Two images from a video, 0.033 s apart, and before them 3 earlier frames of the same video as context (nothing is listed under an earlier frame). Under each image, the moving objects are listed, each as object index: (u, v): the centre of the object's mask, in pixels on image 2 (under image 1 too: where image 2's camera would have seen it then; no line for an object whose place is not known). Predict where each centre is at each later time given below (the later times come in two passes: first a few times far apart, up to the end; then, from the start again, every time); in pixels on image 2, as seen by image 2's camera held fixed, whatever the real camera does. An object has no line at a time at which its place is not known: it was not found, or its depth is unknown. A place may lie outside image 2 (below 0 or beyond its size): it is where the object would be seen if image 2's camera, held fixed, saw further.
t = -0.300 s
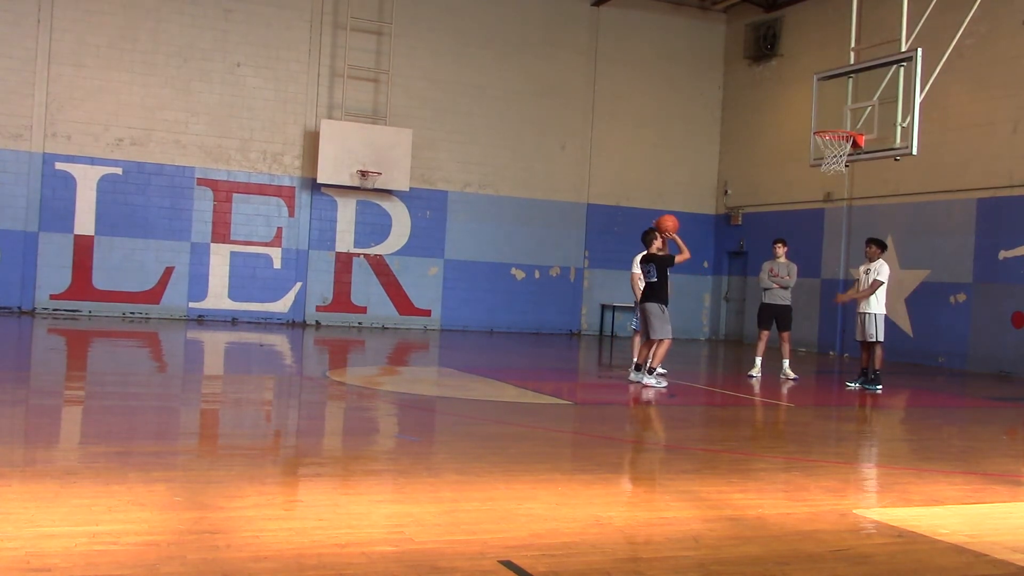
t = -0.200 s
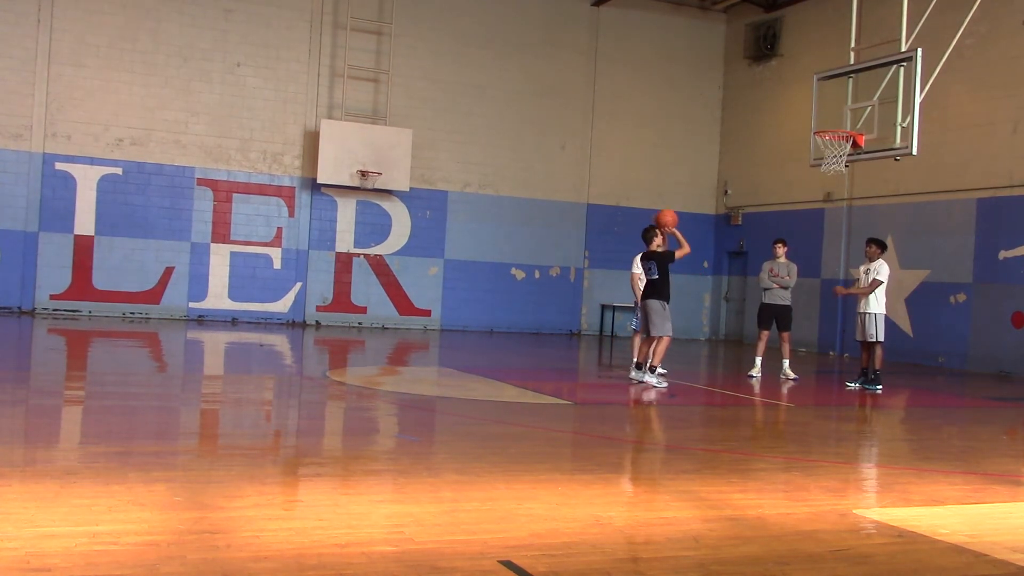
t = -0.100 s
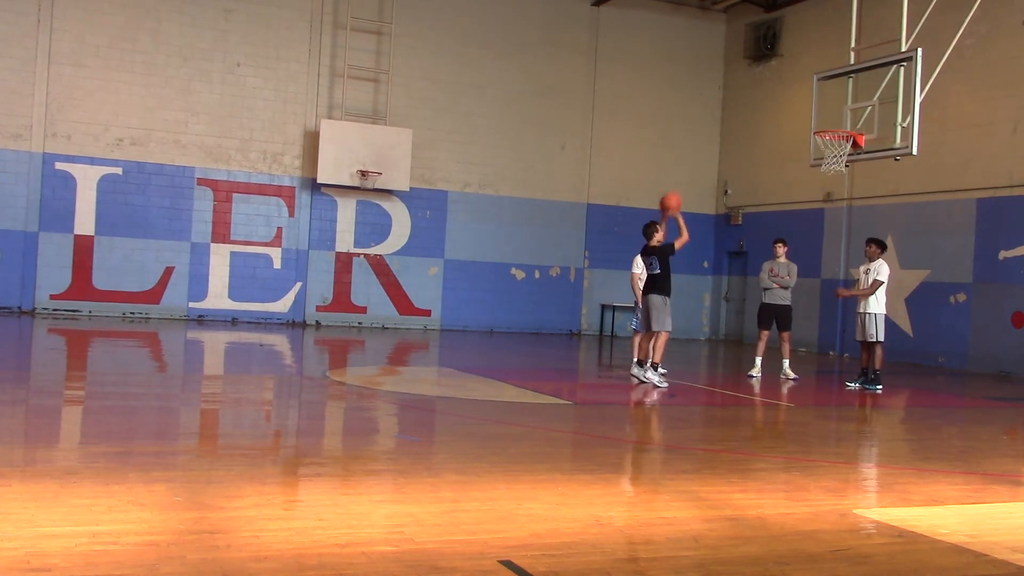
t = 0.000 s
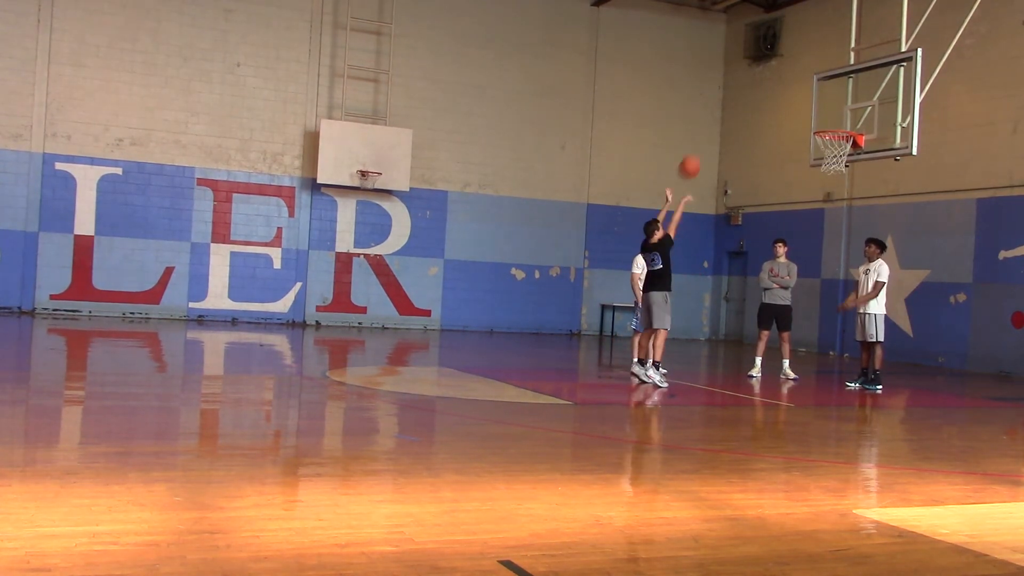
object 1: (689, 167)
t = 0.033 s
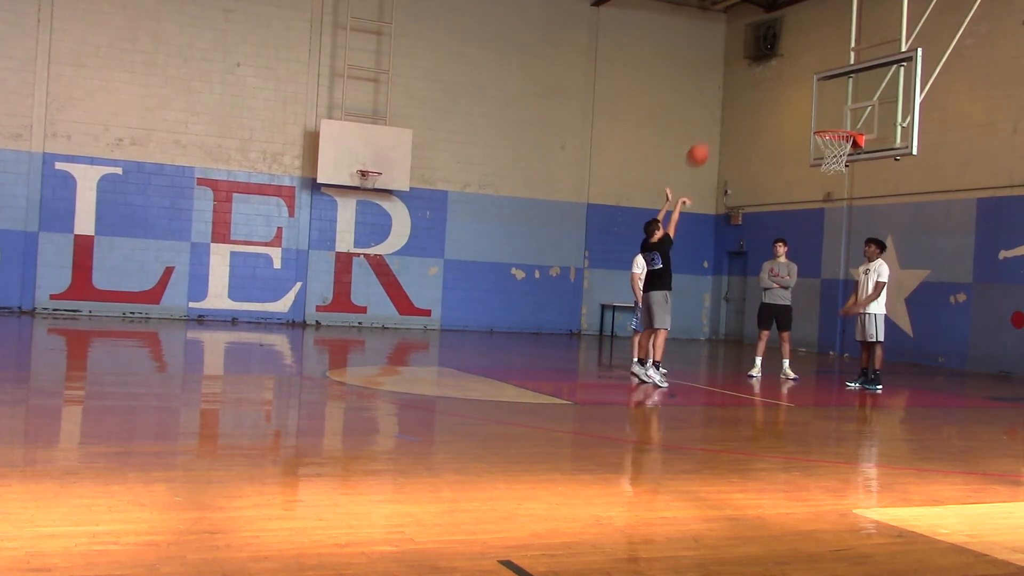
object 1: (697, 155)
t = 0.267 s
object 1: (752, 99)
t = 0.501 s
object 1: (800, 91)
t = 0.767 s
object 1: (841, 126)
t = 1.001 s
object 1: (839, 140)
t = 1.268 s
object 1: (839, 163)
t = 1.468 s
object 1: (831, 203)
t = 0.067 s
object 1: (705, 144)
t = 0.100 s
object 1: (714, 134)
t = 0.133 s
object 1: (722, 124)
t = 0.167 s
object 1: (729, 117)
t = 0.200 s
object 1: (737, 110)
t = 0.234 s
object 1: (744, 104)
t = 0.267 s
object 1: (752, 99)
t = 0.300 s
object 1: (759, 95)
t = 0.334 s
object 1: (766, 92)
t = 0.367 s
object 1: (773, 90)
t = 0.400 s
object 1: (780, 89)
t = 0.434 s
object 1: (786, 89)
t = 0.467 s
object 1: (793, 89)
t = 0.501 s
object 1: (800, 91)
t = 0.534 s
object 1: (806, 93)
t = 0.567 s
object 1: (813, 96)
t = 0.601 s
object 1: (819, 101)
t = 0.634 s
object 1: (825, 106)
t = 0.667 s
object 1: (831, 112)
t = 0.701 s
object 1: (837, 118)
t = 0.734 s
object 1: (843, 124)
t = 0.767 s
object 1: (841, 126)
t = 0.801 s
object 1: (834, 128)
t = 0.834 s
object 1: (831, 128)
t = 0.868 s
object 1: (832, 128)
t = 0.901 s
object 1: (834, 128)
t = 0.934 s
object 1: (835, 134)
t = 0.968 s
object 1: (838, 137)
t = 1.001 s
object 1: (839, 140)
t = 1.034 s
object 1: (842, 142)
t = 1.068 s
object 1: (844, 144)
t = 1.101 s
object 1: (844, 149)
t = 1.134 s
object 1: (843, 153)
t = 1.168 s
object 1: (842, 155)
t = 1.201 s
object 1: (842, 157)
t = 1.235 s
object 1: (841, 161)
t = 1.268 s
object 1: (839, 163)
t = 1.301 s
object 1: (837, 172)
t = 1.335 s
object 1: (836, 175)
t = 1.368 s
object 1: (835, 180)
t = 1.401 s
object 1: (834, 187)
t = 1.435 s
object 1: (833, 195)
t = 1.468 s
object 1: (831, 203)
